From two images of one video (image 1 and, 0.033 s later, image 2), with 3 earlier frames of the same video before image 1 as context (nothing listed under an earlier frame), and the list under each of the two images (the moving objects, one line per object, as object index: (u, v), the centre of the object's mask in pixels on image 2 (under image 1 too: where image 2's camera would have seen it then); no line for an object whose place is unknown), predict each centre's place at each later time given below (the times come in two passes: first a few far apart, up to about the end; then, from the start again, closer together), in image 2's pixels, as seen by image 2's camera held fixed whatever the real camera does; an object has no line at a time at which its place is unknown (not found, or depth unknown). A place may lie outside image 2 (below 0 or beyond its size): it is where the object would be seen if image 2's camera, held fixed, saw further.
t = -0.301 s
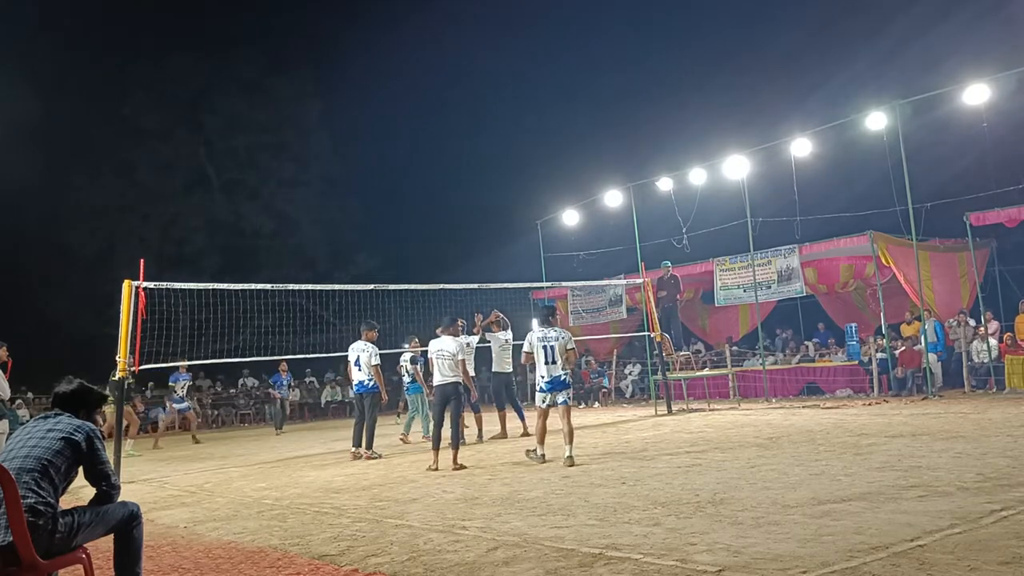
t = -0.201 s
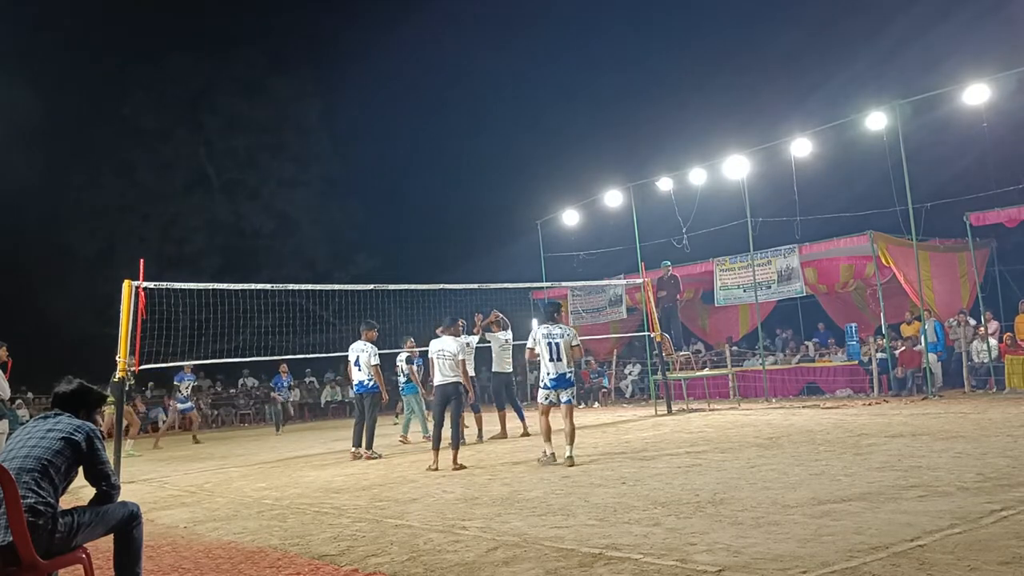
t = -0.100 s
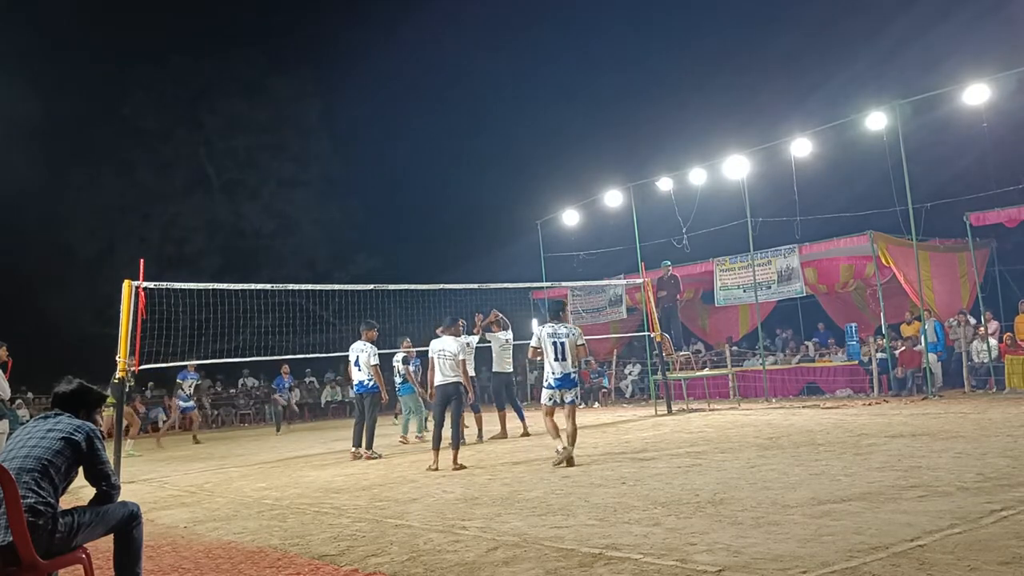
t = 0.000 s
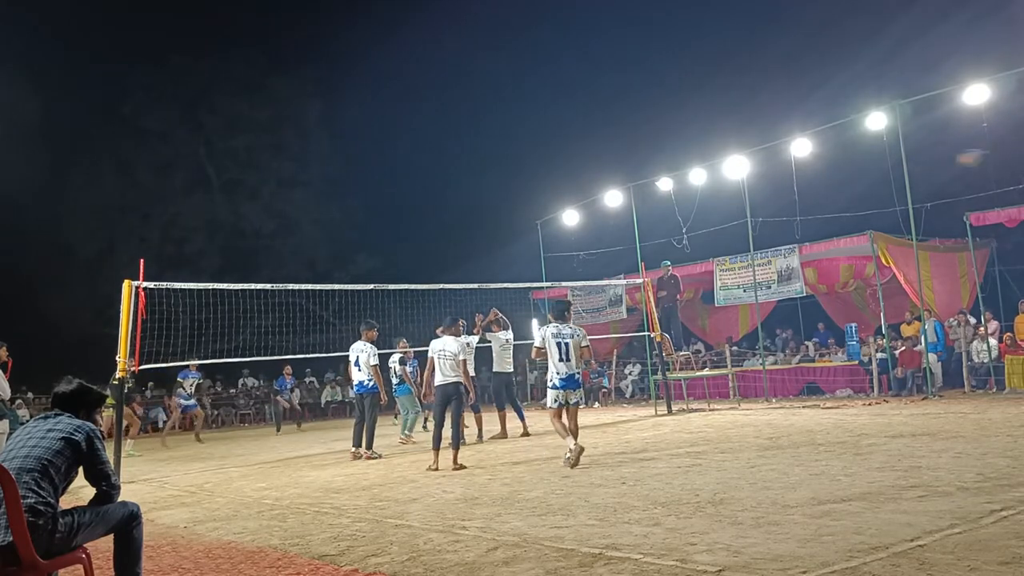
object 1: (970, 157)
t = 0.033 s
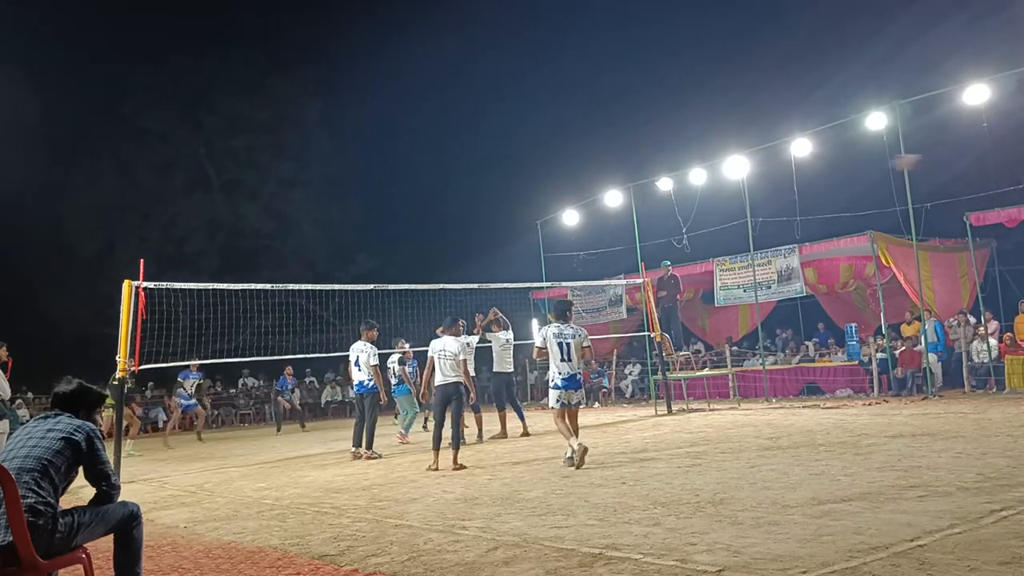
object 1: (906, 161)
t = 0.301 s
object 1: (533, 220)
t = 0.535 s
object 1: (336, 296)
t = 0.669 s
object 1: (250, 346)
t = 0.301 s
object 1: (533, 220)
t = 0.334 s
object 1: (502, 230)
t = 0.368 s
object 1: (470, 241)
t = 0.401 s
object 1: (440, 251)
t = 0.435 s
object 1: (413, 262)
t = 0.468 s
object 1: (386, 273)
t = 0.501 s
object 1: (362, 281)
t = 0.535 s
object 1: (336, 296)
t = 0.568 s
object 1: (313, 308)
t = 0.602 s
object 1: (291, 321)
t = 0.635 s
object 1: (270, 333)
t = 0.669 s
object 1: (250, 346)
